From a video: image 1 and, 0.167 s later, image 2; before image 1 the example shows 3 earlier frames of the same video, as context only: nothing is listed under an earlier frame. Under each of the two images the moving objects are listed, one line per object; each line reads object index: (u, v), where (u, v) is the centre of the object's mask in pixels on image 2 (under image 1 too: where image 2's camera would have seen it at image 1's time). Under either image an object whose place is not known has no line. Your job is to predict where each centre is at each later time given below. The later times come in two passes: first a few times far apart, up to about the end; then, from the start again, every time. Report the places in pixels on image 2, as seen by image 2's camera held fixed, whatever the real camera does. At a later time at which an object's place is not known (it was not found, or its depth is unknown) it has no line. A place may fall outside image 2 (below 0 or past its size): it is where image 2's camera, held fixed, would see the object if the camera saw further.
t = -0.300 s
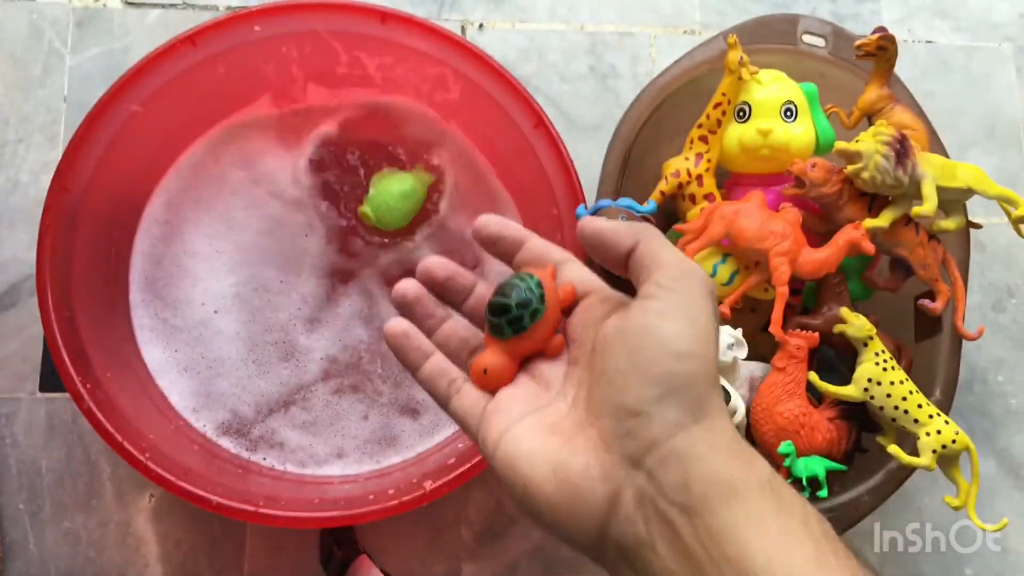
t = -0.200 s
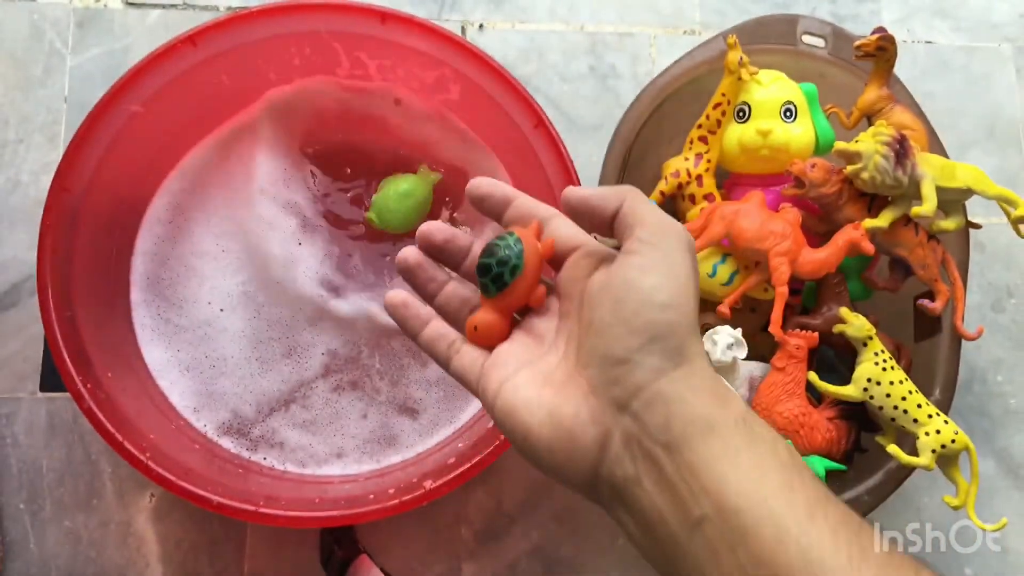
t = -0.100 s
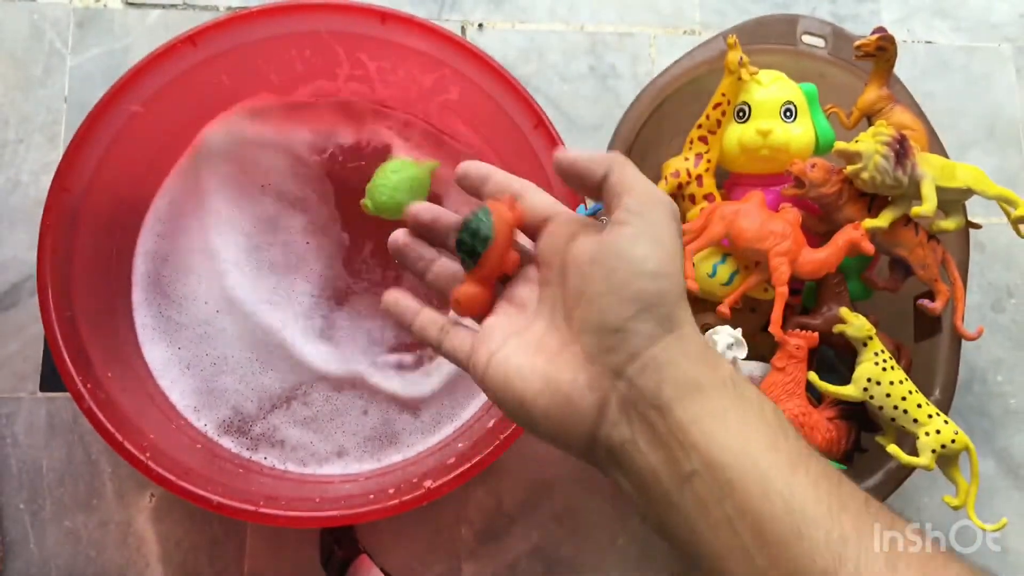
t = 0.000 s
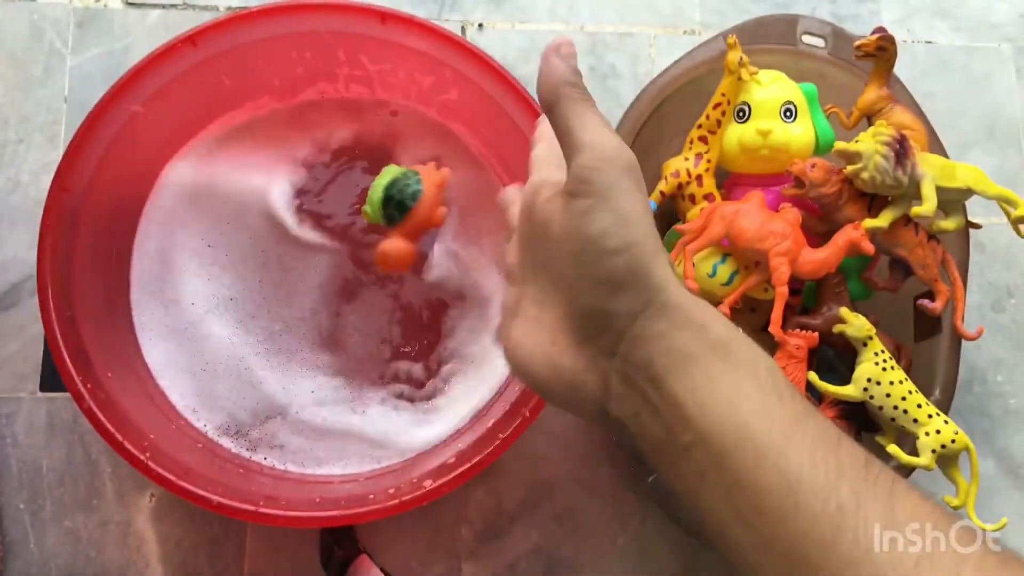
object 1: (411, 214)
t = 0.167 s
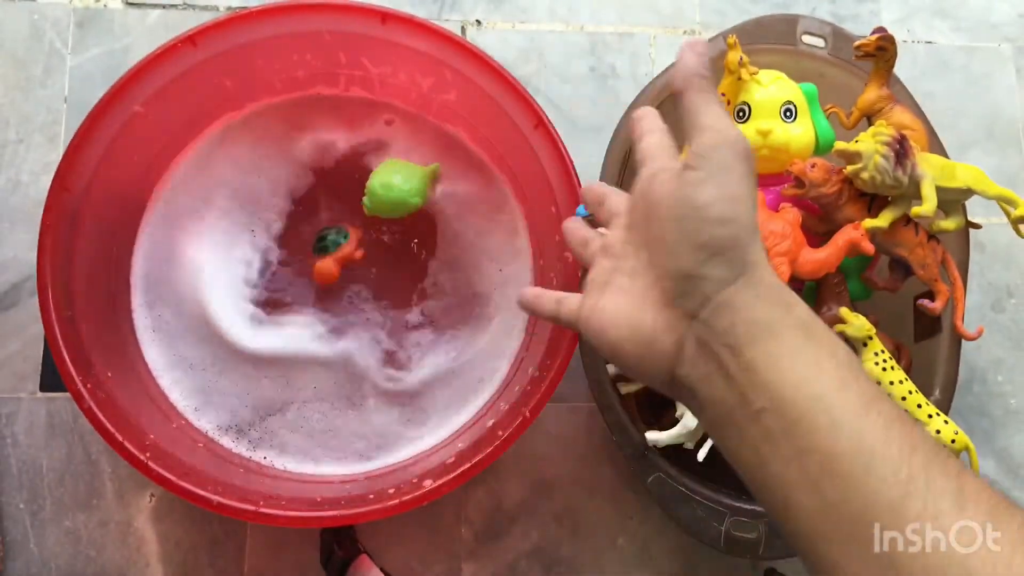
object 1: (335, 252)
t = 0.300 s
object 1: (304, 239)
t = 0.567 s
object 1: (248, 235)
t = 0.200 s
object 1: (321, 240)
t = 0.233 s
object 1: (314, 236)
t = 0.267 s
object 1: (311, 231)
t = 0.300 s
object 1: (304, 239)
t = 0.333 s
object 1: (302, 236)
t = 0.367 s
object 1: (292, 235)
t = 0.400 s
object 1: (282, 236)
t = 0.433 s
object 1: (274, 239)
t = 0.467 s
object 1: (266, 238)
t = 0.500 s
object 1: (259, 236)
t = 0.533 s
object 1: (253, 235)
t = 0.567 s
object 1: (248, 235)
